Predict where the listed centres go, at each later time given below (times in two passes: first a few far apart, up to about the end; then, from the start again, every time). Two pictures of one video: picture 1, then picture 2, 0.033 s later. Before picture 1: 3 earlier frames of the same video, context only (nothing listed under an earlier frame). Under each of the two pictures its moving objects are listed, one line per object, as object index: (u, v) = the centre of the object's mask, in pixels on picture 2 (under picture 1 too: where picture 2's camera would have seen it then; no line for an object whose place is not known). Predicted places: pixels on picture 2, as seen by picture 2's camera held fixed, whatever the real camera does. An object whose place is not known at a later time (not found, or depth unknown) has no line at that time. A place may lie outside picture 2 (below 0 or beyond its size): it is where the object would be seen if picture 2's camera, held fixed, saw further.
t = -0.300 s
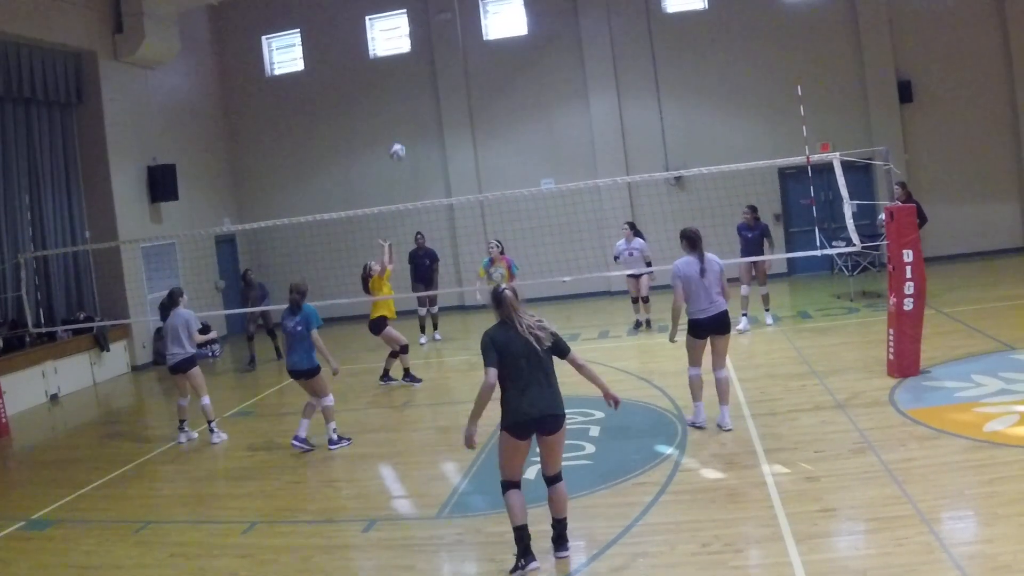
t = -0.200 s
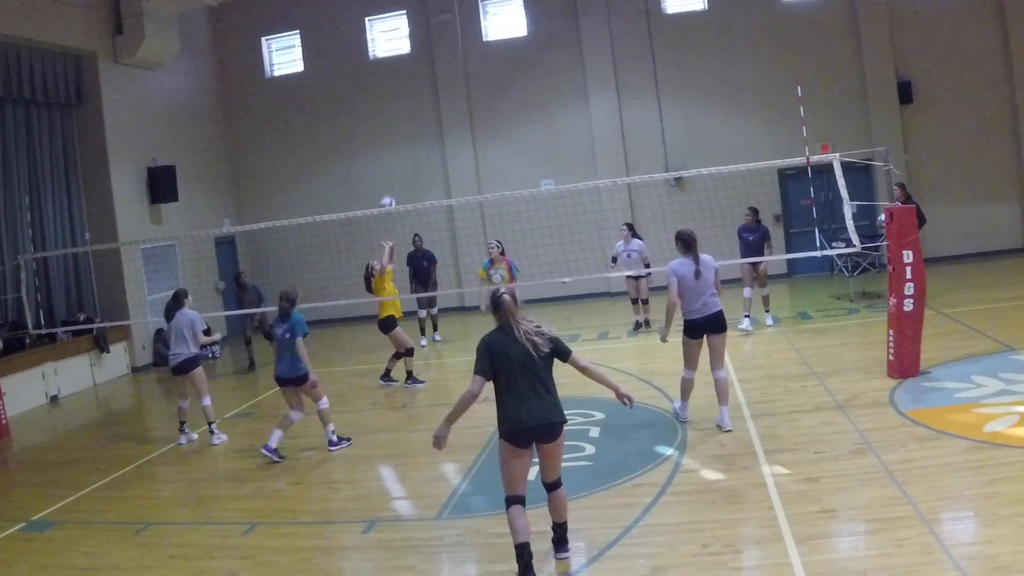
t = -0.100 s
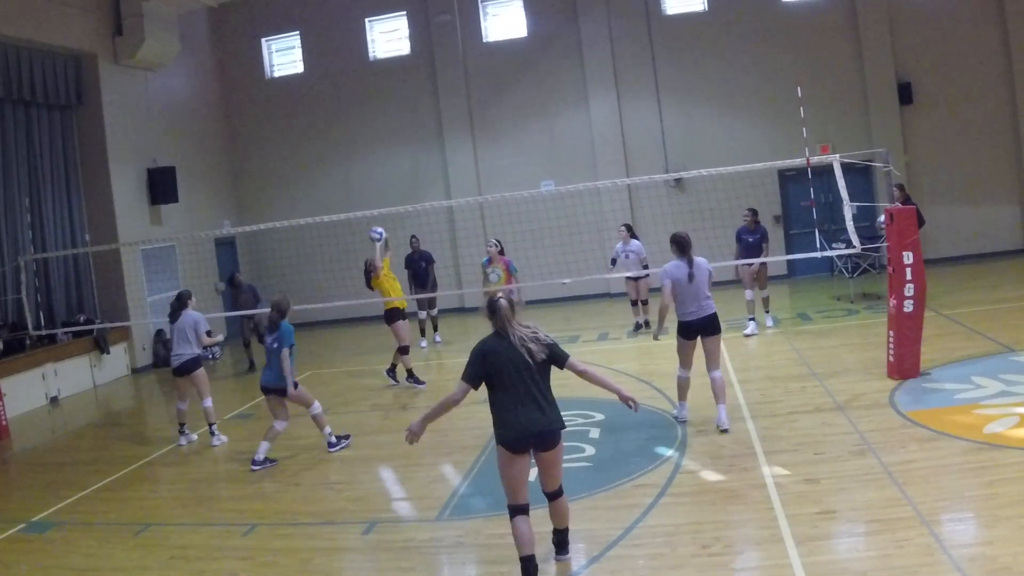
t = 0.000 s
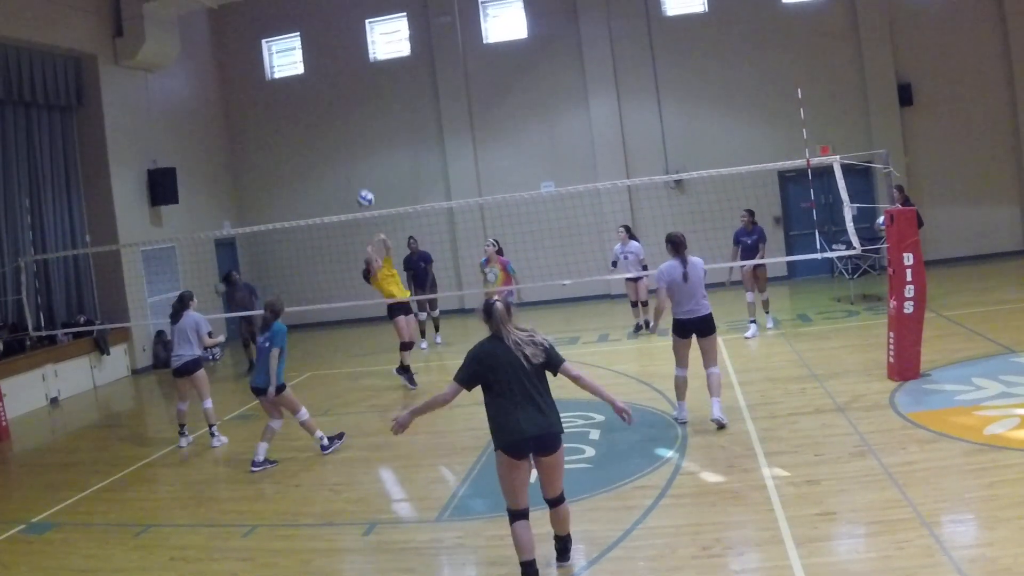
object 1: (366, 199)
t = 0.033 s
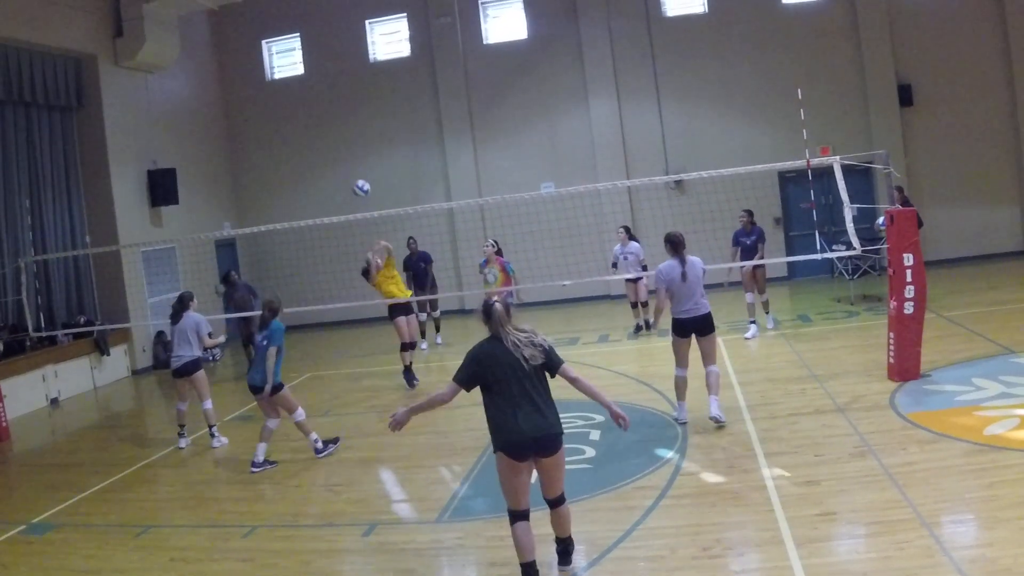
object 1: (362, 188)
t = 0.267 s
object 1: (335, 133)
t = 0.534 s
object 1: (306, 123)
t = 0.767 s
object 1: (284, 175)
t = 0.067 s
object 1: (358, 178)
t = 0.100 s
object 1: (354, 168)
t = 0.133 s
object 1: (351, 159)
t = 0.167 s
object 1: (346, 151)
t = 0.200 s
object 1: (343, 145)
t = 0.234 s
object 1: (339, 138)
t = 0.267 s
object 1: (335, 133)
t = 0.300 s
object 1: (331, 128)
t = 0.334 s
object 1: (327, 125)
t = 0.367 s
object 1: (323, 122)
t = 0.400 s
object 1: (319, 120)
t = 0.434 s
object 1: (316, 119)
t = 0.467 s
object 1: (313, 119)
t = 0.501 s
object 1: (310, 121)
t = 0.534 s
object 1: (306, 123)
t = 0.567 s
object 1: (303, 126)
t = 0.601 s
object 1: (300, 131)
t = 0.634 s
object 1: (297, 137)
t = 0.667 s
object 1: (293, 144)
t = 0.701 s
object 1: (290, 153)
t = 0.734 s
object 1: (287, 163)
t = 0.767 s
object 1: (284, 175)
